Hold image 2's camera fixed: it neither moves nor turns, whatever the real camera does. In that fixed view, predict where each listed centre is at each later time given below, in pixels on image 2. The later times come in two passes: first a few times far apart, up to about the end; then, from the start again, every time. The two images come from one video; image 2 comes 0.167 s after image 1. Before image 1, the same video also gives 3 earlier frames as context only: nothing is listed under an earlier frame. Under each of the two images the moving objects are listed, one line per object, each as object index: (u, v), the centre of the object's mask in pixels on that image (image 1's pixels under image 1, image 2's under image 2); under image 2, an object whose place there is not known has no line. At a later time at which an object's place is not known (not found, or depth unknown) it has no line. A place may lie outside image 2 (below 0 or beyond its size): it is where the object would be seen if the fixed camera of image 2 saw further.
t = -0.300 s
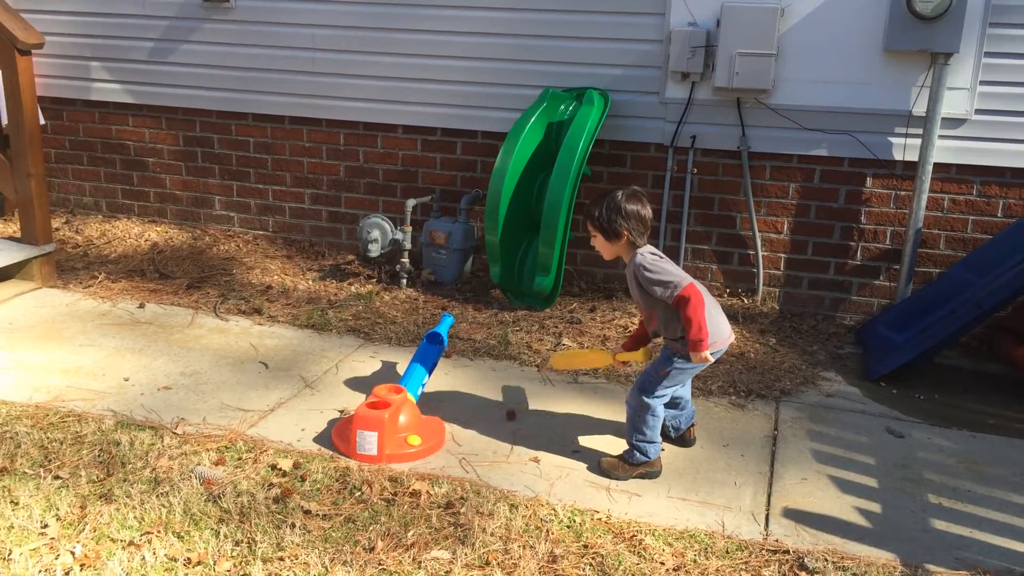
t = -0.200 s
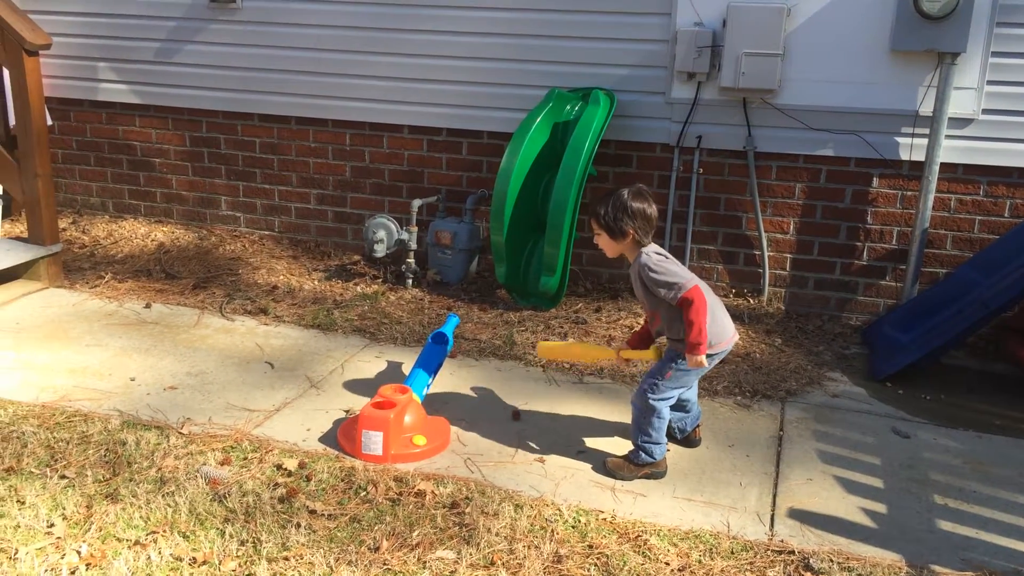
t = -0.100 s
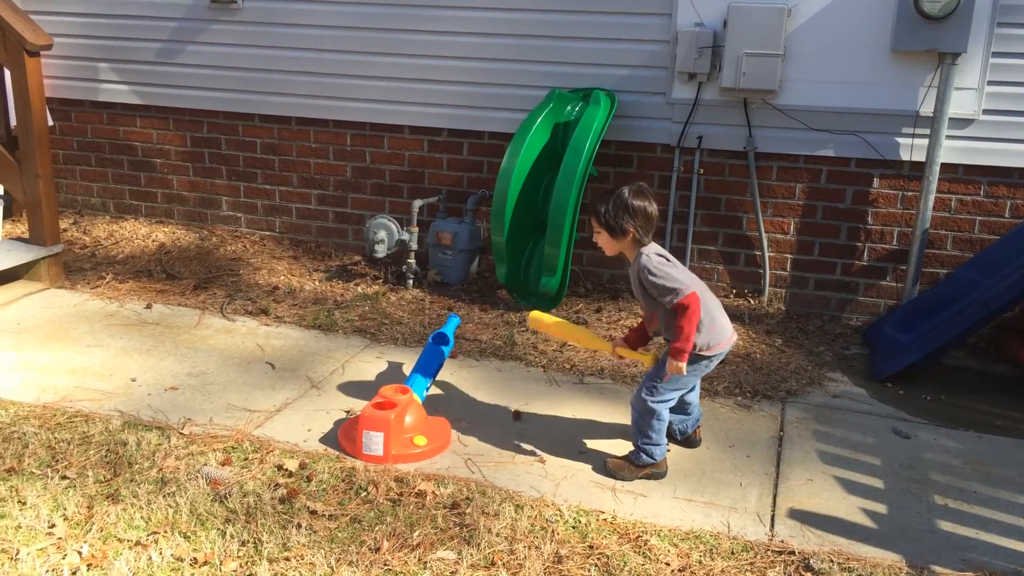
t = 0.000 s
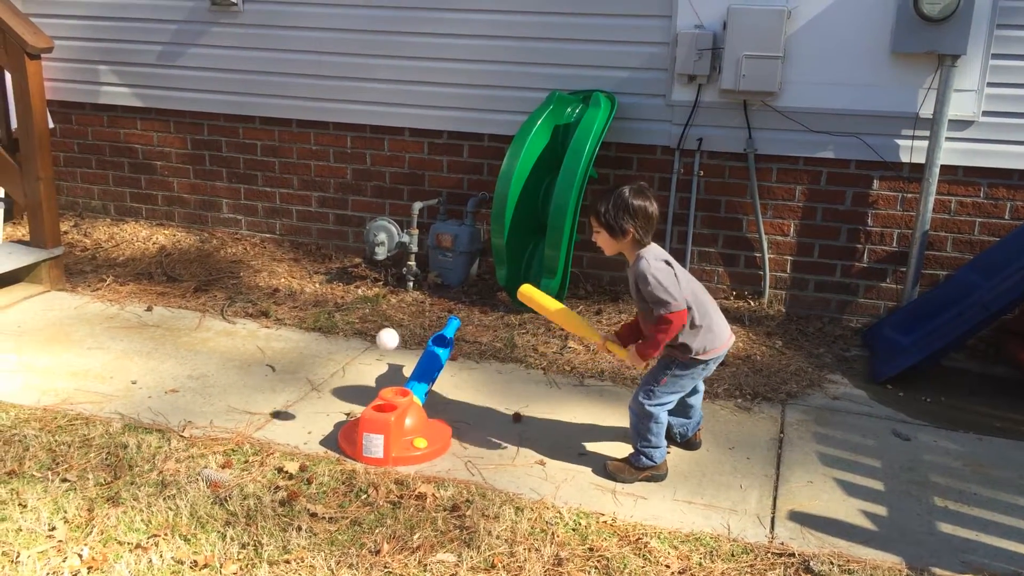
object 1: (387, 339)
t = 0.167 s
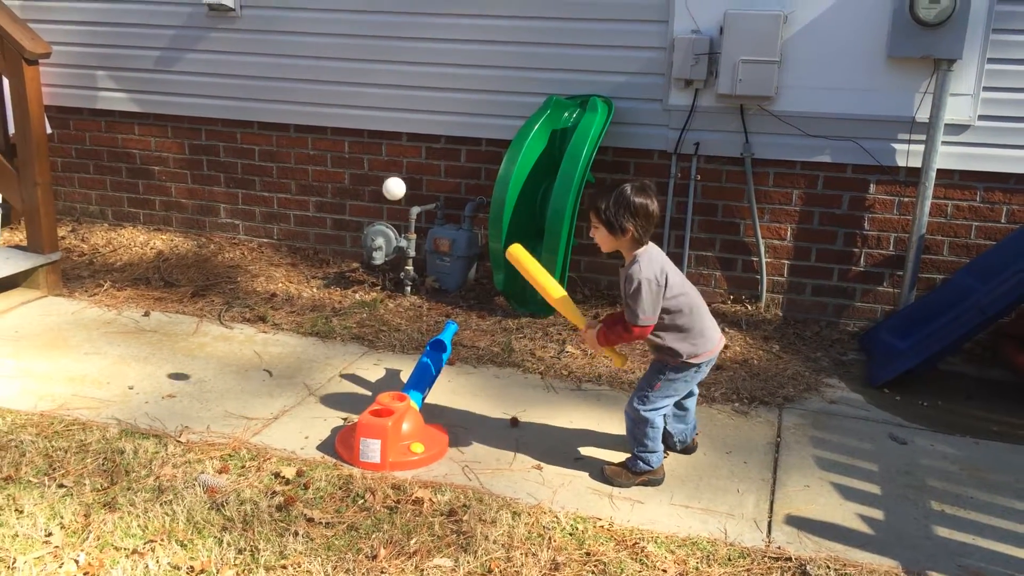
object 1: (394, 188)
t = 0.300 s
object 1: (399, 127)
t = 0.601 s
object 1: (412, 193)
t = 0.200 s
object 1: (395, 167)
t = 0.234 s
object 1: (396, 150)
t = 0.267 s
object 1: (398, 136)
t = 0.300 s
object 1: (399, 127)
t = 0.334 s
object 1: (401, 120)
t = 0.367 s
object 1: (402, 117)
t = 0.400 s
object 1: (403, 118)
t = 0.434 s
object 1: (404, 121)
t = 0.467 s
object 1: (406, 130)
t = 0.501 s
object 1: (408, 140)
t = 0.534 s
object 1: (409, 155)
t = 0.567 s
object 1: (411, 173)
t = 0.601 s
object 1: (412, 193)
